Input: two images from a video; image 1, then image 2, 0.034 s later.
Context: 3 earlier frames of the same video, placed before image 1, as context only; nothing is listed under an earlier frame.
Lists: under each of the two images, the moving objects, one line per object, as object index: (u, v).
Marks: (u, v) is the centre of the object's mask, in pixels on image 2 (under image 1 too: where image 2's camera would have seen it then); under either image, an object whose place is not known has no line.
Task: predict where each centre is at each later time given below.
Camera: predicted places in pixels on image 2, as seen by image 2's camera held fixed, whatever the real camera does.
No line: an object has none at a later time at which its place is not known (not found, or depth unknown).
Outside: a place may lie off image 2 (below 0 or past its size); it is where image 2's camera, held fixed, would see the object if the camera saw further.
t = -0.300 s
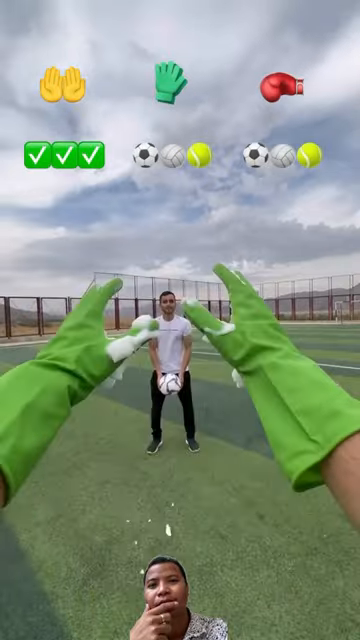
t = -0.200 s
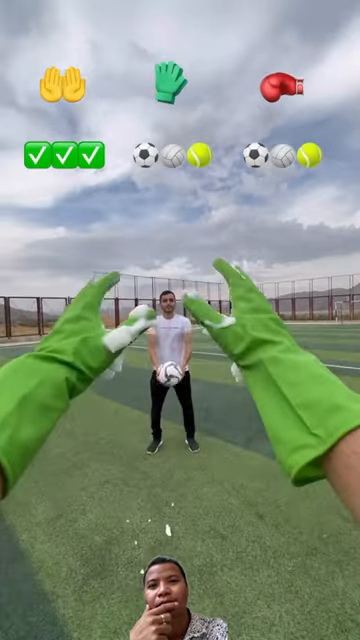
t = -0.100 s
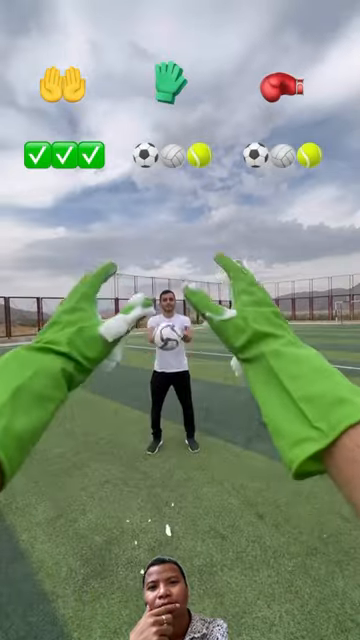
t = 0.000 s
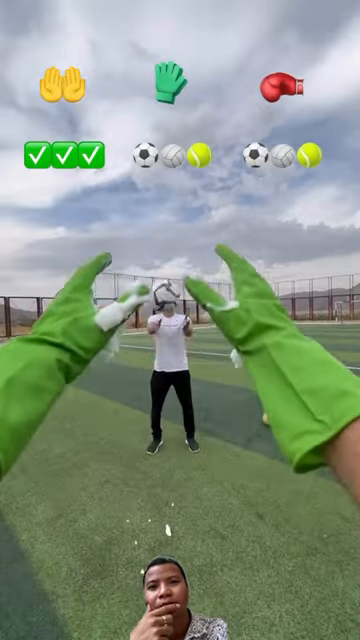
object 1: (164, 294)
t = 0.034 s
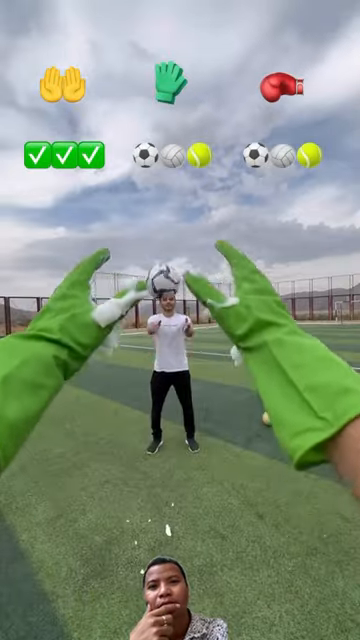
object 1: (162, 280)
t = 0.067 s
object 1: (161, 268)
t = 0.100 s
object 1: (159, 255)
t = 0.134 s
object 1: (158, 241)
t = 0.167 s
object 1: (156, 228)
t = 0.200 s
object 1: (154, 216)
